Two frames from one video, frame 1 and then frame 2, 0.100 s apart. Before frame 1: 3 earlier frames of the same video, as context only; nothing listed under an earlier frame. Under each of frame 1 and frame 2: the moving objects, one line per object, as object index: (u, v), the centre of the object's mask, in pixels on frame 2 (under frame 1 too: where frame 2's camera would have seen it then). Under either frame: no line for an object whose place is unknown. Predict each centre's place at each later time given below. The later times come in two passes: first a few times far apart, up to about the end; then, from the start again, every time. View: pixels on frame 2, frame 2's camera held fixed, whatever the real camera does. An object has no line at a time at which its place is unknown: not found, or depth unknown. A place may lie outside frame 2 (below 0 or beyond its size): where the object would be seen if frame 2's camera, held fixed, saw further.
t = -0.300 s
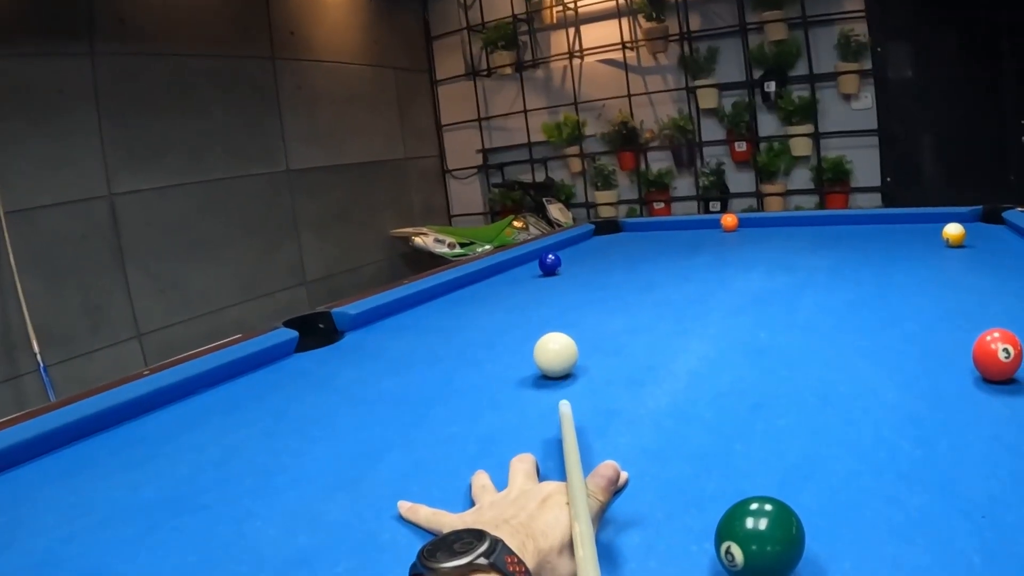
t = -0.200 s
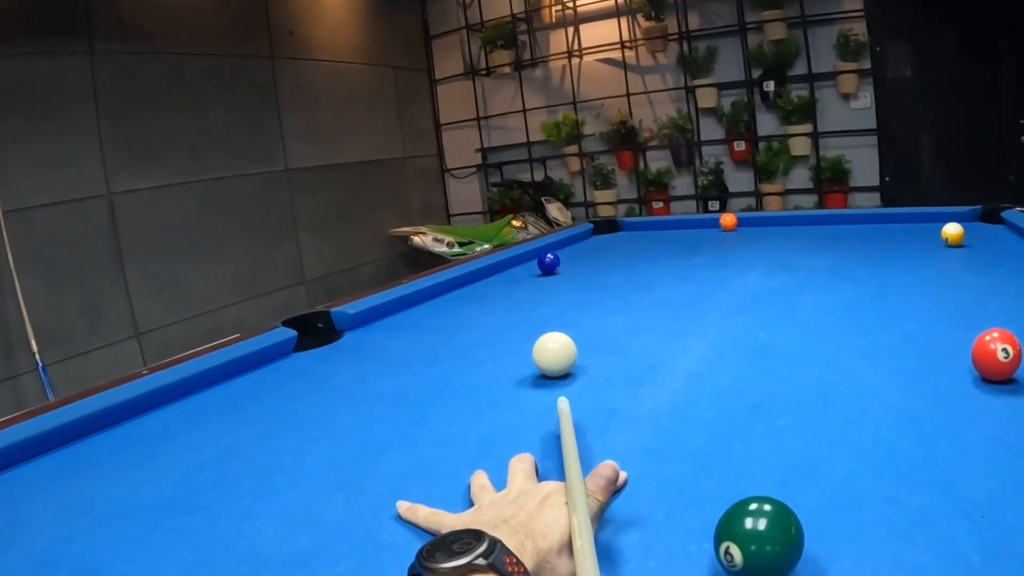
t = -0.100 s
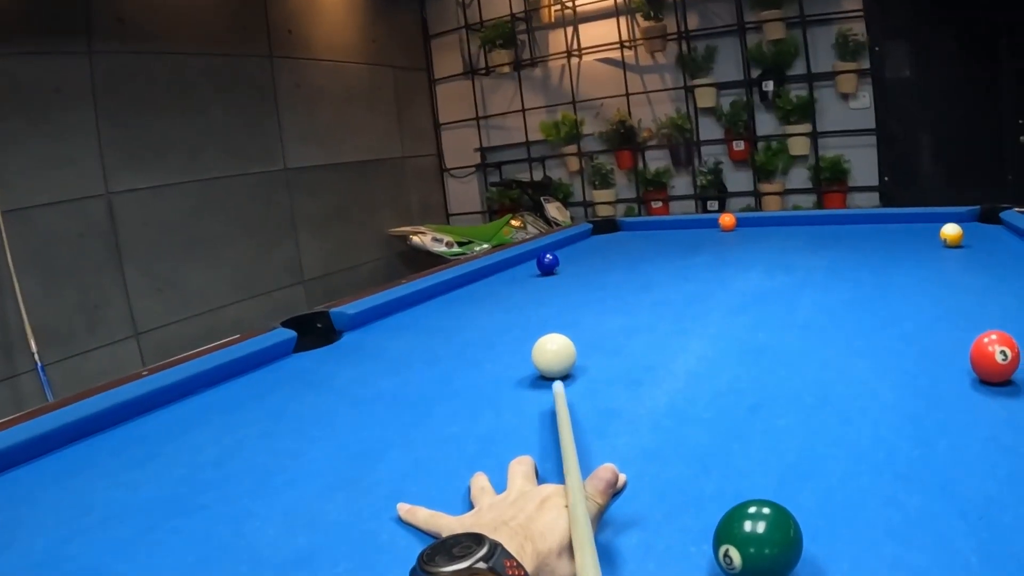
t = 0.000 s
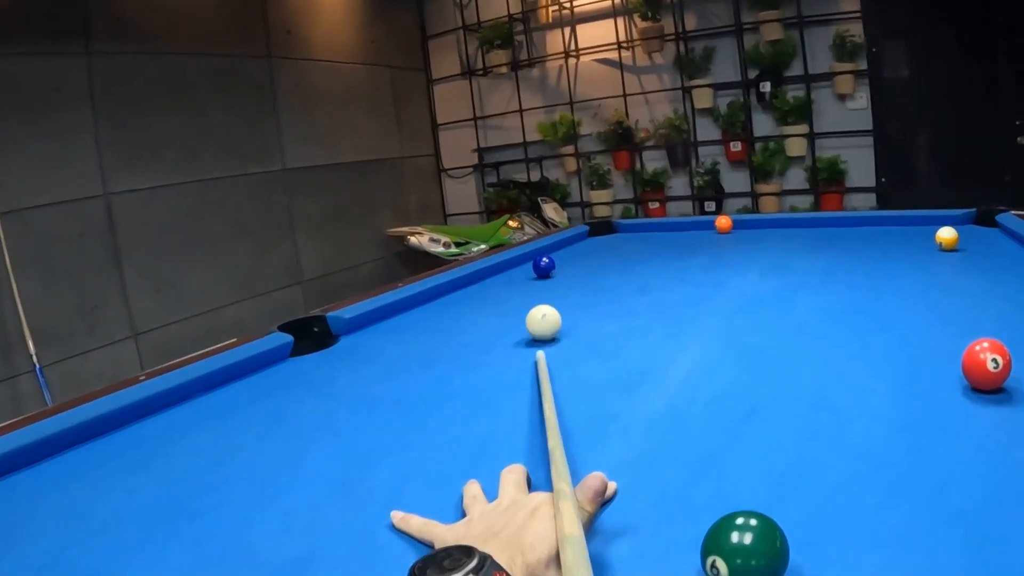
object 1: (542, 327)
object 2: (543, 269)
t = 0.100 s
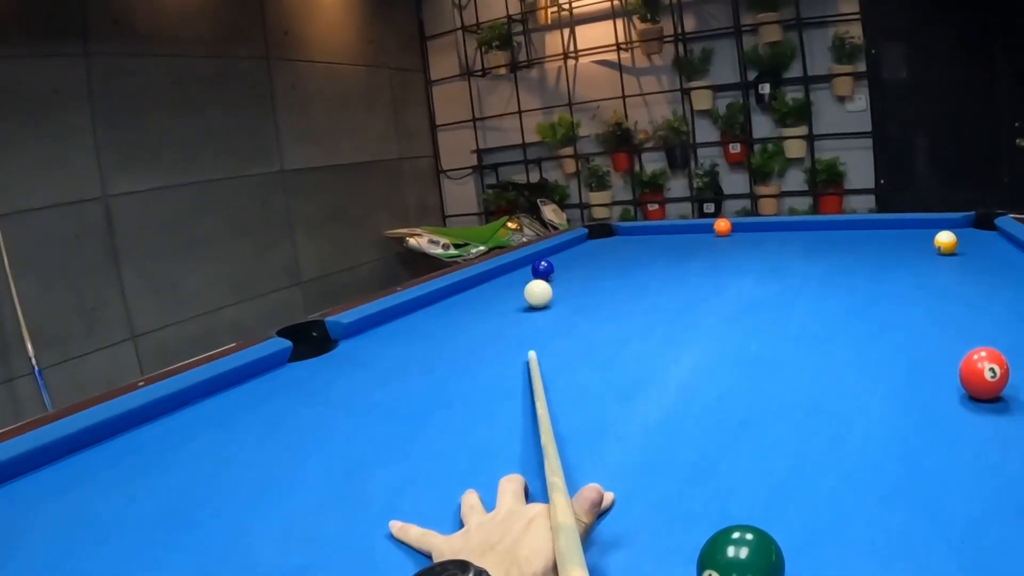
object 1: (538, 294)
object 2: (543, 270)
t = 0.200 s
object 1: (533, 274)
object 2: (549, 267)
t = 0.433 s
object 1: (489, 277)
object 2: (578, 243)
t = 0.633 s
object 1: (488, 280)
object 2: (607, 230)
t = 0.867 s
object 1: (497, 284)
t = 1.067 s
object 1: (504, 287)
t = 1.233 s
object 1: (511, 291)
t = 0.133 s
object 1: (537, 285)
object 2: (543, 267)
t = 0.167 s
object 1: (537, 278)
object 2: (545, 265)
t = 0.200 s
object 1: (533, 274)
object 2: (549, 267)
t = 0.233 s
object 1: (526, 274)
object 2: (553, 264)
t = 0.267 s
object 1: (519, 275)
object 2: (558, 259)
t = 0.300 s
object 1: (513, 275)
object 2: (563, 255)
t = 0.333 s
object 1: (507, 276)
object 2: (568, 251)
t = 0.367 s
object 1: (501, 276)
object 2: (572, 249)
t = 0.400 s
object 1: (495, 276)
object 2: (575, 246)
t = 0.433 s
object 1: (489, 277)
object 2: (578, 243)
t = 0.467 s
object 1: (483, 277)
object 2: (581, 240)
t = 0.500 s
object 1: (483, 278)
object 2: (584, 238)
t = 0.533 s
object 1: (484, 278)
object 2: (588, 236)
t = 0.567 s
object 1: (485, 279)
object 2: (594, 234)
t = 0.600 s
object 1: (486, 279)
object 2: (601, 232)
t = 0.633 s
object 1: (488, 280)
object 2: (607, 230)
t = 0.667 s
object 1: (489, 280)
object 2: (609, 229)
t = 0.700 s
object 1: (490, 281)
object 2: (603, 230)
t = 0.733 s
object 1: (491, 281)
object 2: (597, 230)
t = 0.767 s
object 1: (493, 282)
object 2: (593, 231)
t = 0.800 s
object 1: (494, 282)
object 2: (591, 231)
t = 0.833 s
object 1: (495, 283)
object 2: (592, 234)
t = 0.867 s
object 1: (497, 284)
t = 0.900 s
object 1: (498, 284)
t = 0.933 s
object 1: (499, 285)
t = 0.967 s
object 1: (500, 285)
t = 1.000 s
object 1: (502, 286)
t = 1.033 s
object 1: (503, 286)
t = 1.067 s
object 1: (504, 287)
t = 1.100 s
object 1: (506, 288)
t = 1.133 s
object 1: (507, 289)
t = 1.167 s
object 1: (508, 289)
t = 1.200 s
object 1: (510, 290)
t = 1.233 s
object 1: (511, 291)
